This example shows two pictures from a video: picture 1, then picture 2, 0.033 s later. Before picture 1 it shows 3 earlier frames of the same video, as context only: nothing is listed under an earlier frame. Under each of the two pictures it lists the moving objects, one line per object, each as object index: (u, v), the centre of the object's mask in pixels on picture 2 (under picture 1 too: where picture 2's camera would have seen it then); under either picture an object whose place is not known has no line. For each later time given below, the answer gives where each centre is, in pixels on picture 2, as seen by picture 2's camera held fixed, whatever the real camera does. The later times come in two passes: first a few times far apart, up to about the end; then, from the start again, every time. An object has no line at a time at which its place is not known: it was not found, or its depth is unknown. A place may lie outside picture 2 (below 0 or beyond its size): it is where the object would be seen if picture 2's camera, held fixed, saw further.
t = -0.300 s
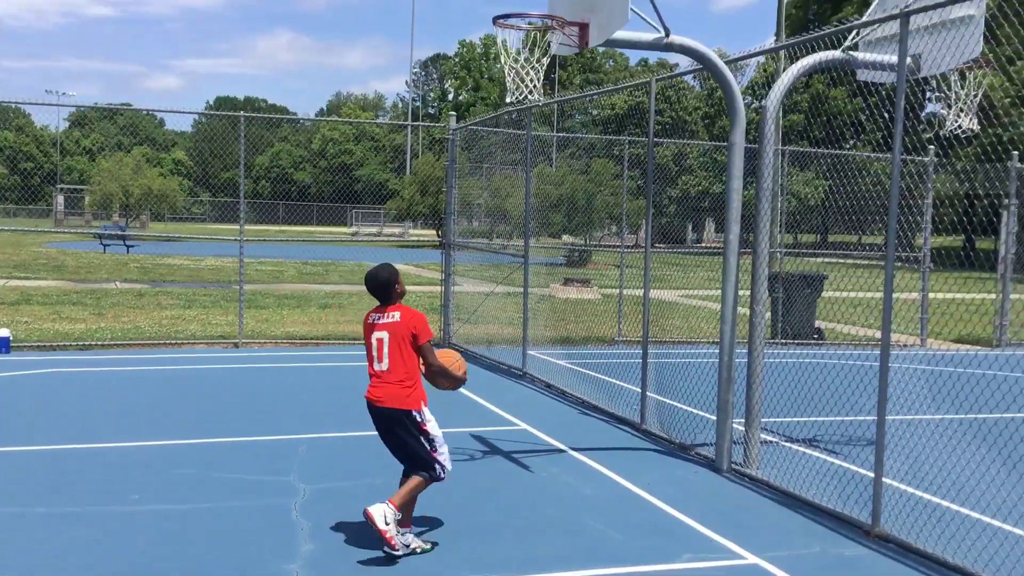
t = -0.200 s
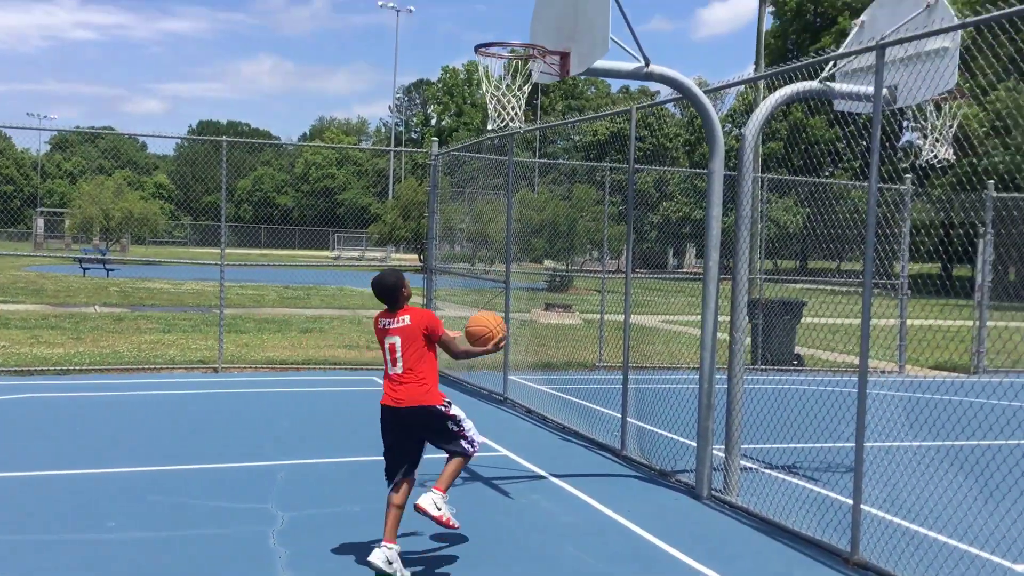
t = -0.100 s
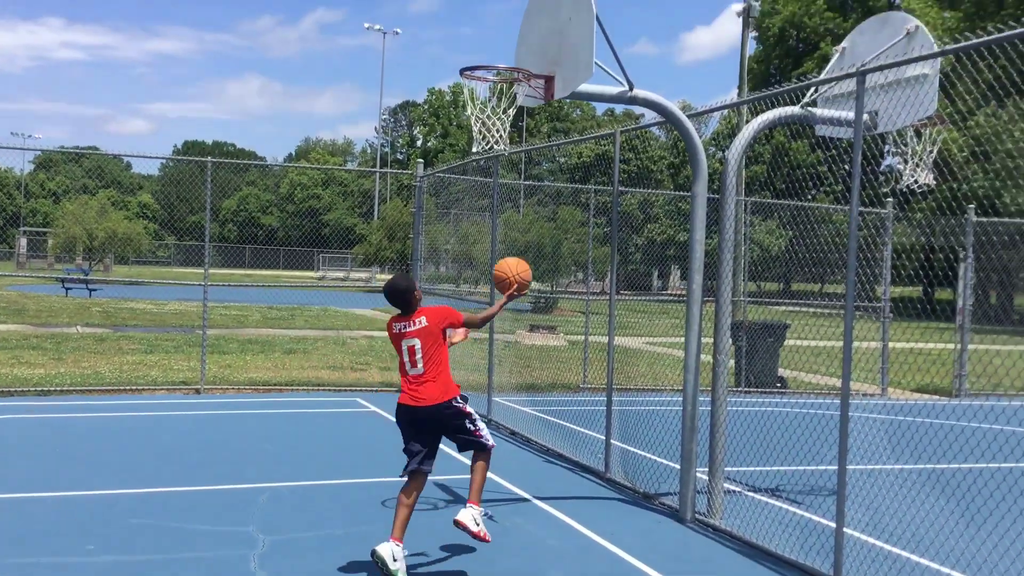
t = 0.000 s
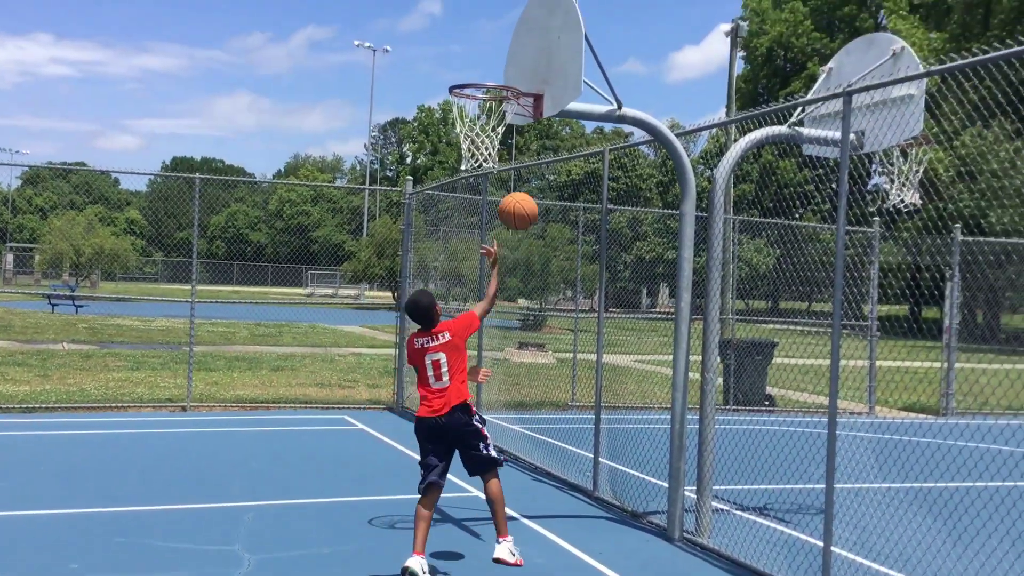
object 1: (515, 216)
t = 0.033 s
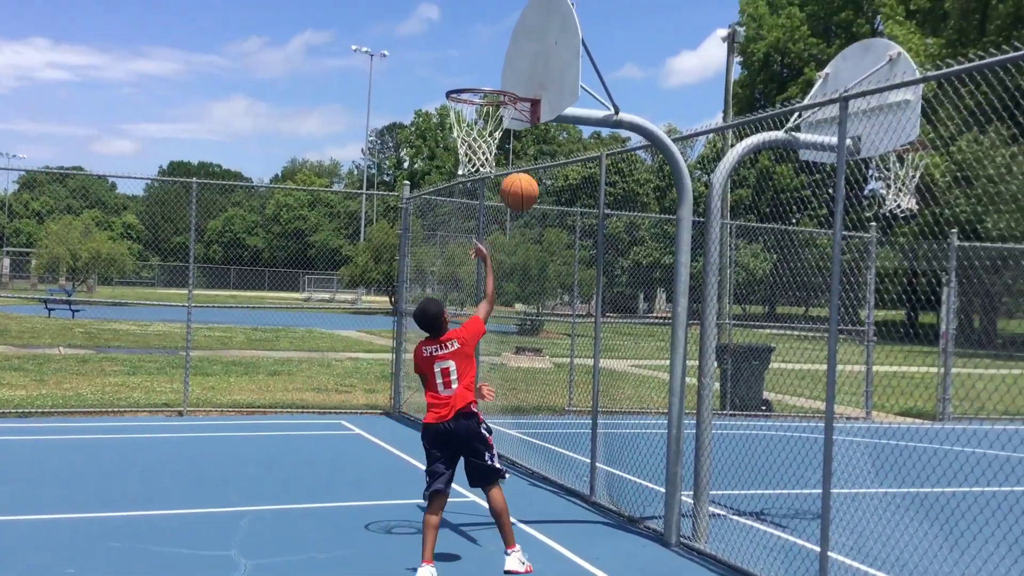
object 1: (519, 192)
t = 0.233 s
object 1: (541, 88)
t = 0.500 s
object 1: (500, 49)
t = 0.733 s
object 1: (476, 88)
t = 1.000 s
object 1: (460, 131)
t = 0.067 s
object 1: (523, 169)
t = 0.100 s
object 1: (527, 149)
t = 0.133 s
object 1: (531, 131)
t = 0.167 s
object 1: (534, 114)
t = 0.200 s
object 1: (538, 101)
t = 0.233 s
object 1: (541, 88)
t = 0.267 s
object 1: (545, 78)
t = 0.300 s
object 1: (543, 69)
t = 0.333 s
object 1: (536, 61)
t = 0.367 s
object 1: (529, 55)
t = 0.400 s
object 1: (522, 51)
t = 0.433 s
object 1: (515, 49)
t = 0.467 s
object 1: (507, 48)
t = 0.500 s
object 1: (500, 49)
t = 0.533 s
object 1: (493, 51)
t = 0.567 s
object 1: (486, 56)
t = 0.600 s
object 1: (479, 61)
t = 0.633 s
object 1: (472, 69)
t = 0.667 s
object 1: (465, 76)
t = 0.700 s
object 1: (466, 84)
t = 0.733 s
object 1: (476, 88)
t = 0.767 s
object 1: (486, 94)
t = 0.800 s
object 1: (496, 101)
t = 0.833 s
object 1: (495, 104)
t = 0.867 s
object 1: (488, 107)
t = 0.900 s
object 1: (481, 112)
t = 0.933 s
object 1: (474, 118)
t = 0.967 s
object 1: (466, 125)
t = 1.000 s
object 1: (460, 131)
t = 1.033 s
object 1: (457, 133)
